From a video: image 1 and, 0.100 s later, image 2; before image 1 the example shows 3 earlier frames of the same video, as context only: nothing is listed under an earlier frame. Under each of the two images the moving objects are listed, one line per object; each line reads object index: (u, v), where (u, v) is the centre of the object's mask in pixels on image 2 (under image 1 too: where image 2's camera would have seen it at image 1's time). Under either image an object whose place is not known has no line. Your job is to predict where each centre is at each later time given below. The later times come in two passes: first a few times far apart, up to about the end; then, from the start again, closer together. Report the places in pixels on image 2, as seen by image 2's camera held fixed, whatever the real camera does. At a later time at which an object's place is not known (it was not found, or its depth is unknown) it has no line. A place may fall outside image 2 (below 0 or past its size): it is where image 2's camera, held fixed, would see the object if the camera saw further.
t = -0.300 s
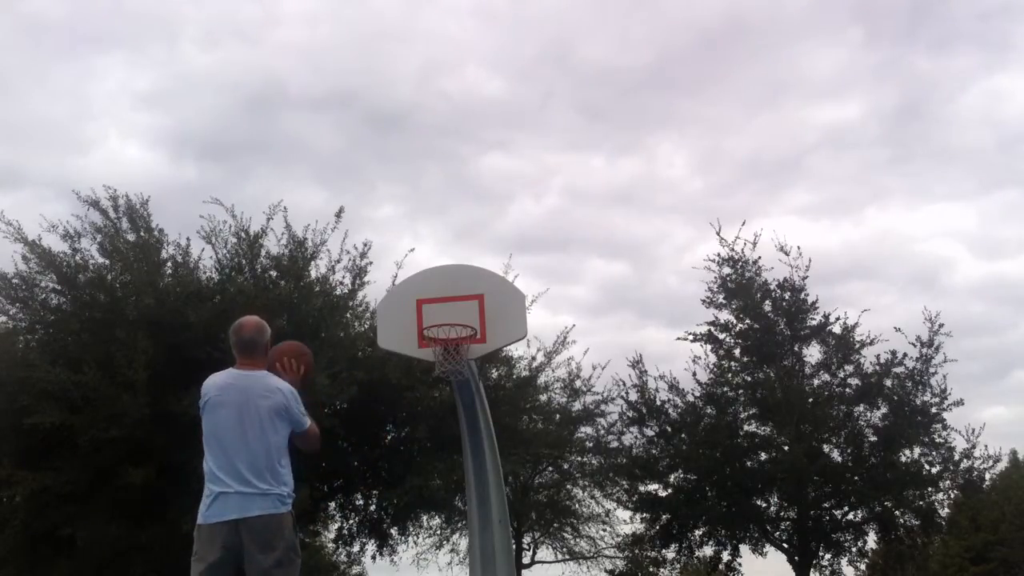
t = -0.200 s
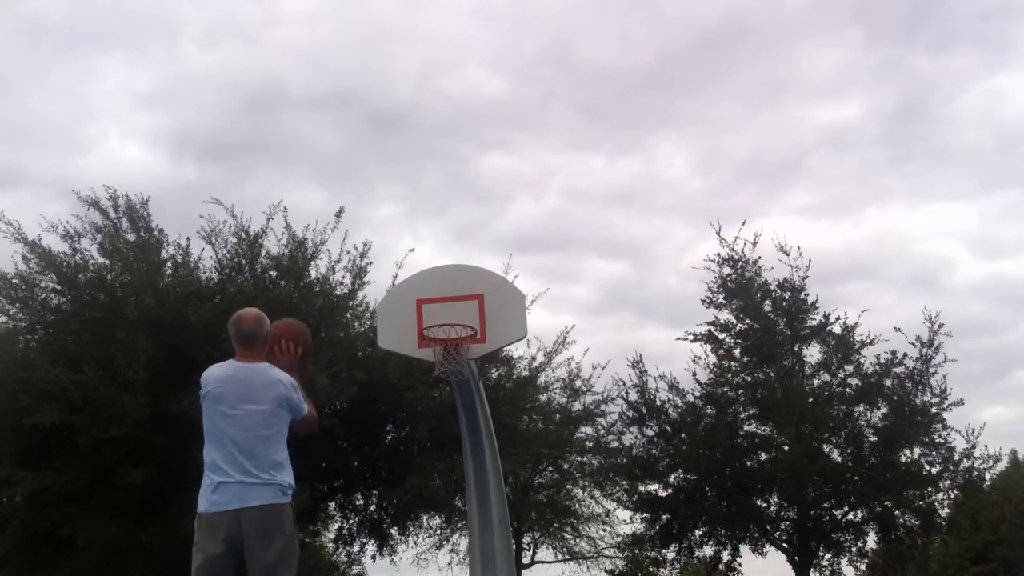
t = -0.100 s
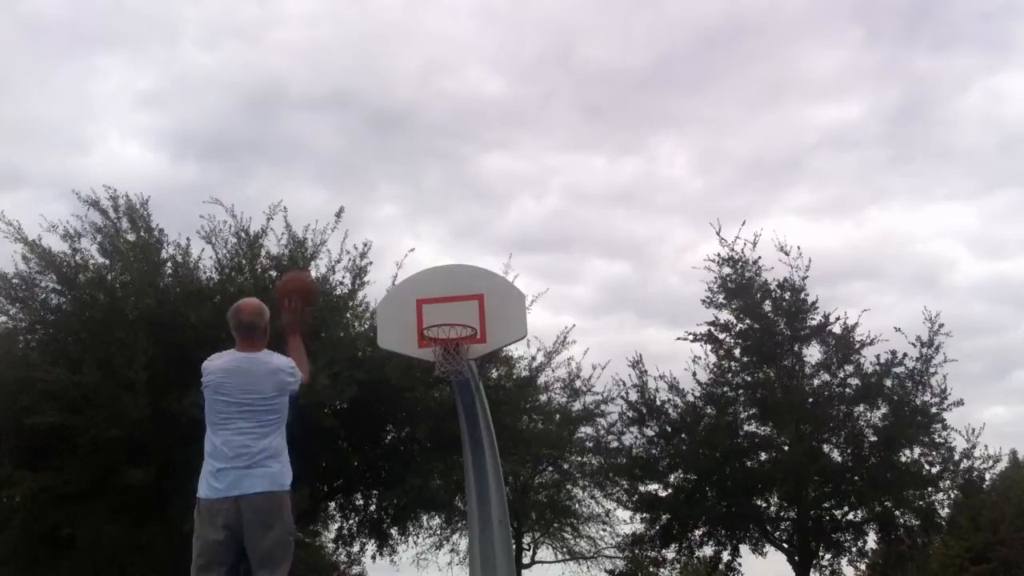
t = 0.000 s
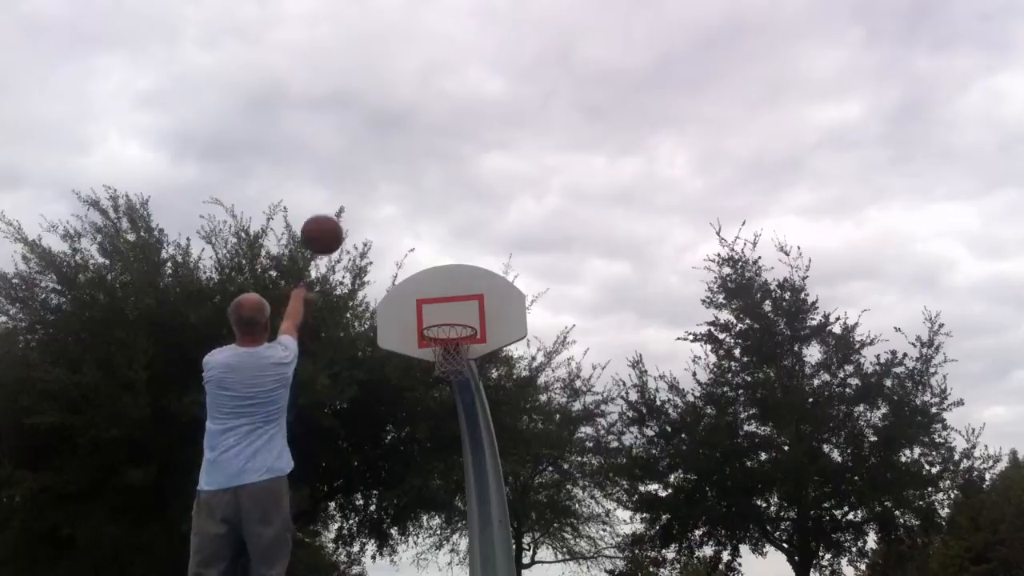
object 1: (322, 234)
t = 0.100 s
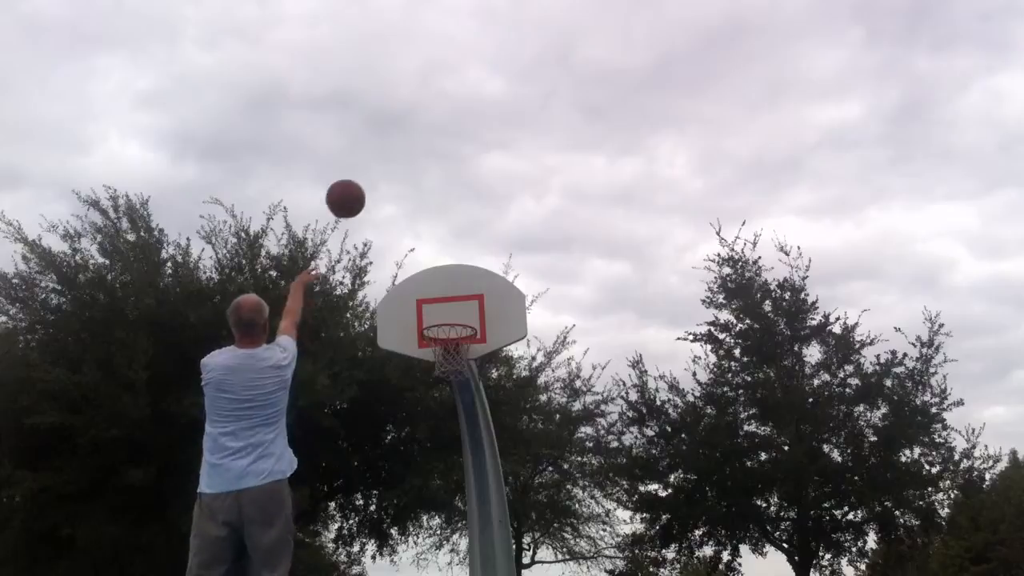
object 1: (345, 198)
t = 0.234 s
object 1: (372, 177)
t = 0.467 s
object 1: (409, 196)
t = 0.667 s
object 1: (436, 258)
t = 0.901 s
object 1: (450, 357)
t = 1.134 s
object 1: (417, 478)
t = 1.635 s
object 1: (348, 542)
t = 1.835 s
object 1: (324, 475)
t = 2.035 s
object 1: (300, 459)
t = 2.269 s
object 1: (265, 502)
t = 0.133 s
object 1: (353, 190)
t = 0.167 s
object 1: (359, 184)
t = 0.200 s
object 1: (366, 179)
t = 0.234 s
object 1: (372, 177)
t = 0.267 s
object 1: (378, 175)
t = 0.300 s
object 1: (383, 176)
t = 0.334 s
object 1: (389, 177)
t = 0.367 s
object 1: (394, 180)
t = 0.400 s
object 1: (399, 184)
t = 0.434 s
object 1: (404, 190)
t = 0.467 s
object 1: (409, 196)
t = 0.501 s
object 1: (414, 204)
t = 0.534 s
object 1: (418, 213)
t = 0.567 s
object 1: (423, 222)
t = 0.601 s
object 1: (427, 233)
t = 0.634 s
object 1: (432, 245)
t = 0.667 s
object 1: (436, 258)
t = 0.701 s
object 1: (440, 272)
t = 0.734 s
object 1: (444, 286)
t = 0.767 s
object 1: (448, 302)
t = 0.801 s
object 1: (452, 318)
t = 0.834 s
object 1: (457, 336)
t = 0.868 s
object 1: (461, 351)
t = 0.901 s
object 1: (450, 357)
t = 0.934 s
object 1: (447, 374)
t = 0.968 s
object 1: (442, 380)
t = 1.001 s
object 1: (438, 400)
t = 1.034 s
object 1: (431, 421)
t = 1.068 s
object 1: (426, 438)
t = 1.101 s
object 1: (422, 457)
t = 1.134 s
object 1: (417, 478)
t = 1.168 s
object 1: (411, 501)
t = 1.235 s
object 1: (401, 559)
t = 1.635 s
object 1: (348, 542)
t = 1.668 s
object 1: (345, 525)
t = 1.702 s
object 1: (341, 514)
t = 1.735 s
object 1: (337, 502)
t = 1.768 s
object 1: (333, 494)
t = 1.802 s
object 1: (329, 485)
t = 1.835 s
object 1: (324, 475)
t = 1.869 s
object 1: (321, 470)
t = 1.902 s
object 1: (317, 468)
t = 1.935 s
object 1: (312, 464)
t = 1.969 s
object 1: (307, 460)
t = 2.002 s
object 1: (304, 460)
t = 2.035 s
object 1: (300, 459)
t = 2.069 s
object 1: (294, 458)
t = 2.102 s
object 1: (289, 463)
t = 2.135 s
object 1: (284, 469)
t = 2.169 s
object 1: (279, 475)
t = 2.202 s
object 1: (275, 482)
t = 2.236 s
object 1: (270, 491)
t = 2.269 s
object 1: (265, 502)
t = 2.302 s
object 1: (260, 516)
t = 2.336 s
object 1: (254, 531)
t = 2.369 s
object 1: (249, 548)
